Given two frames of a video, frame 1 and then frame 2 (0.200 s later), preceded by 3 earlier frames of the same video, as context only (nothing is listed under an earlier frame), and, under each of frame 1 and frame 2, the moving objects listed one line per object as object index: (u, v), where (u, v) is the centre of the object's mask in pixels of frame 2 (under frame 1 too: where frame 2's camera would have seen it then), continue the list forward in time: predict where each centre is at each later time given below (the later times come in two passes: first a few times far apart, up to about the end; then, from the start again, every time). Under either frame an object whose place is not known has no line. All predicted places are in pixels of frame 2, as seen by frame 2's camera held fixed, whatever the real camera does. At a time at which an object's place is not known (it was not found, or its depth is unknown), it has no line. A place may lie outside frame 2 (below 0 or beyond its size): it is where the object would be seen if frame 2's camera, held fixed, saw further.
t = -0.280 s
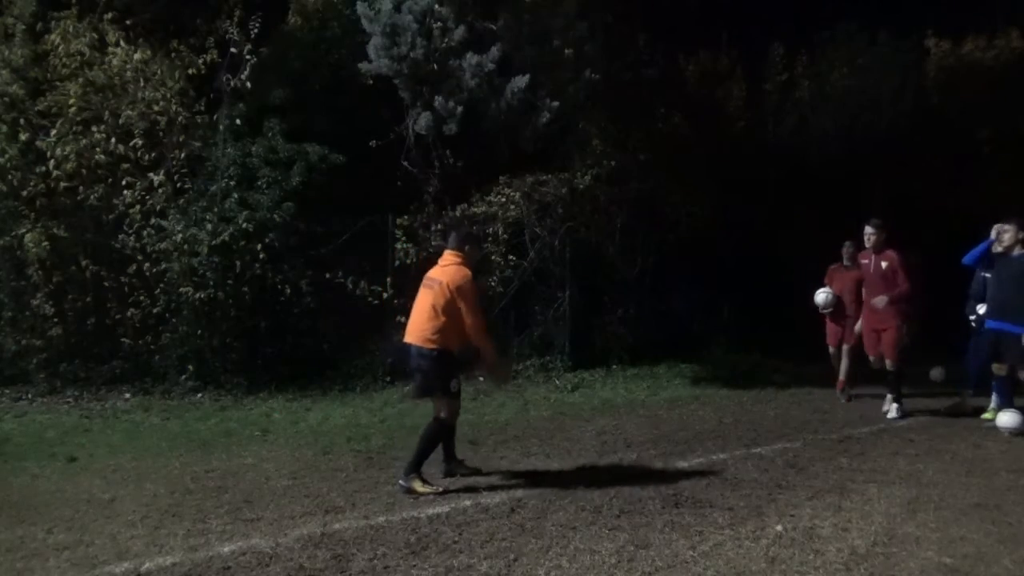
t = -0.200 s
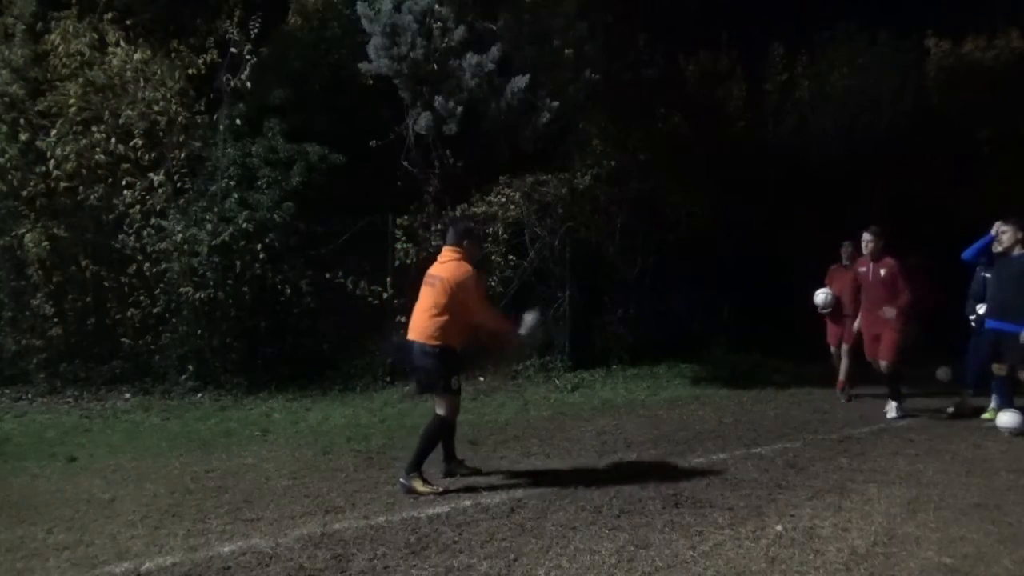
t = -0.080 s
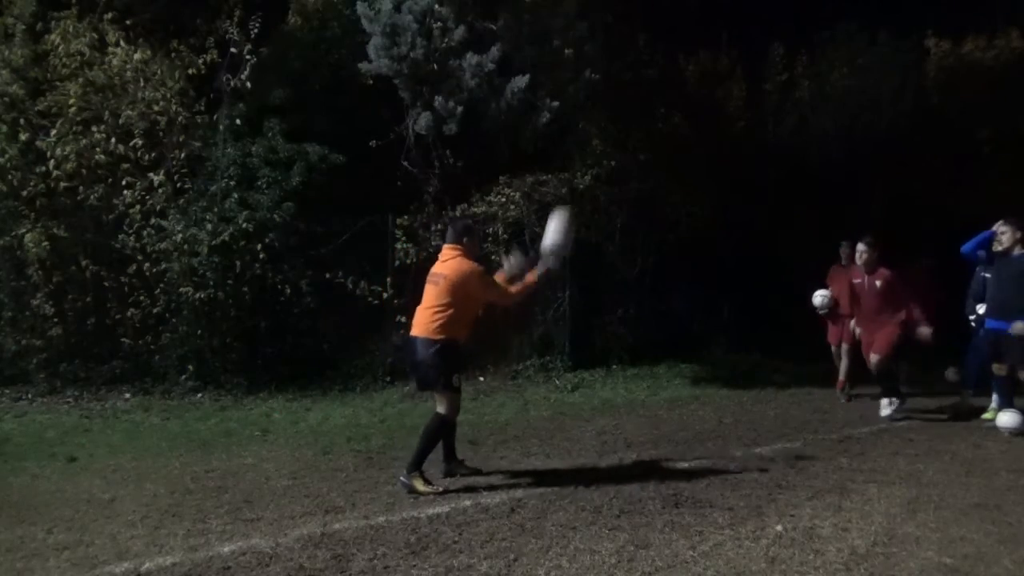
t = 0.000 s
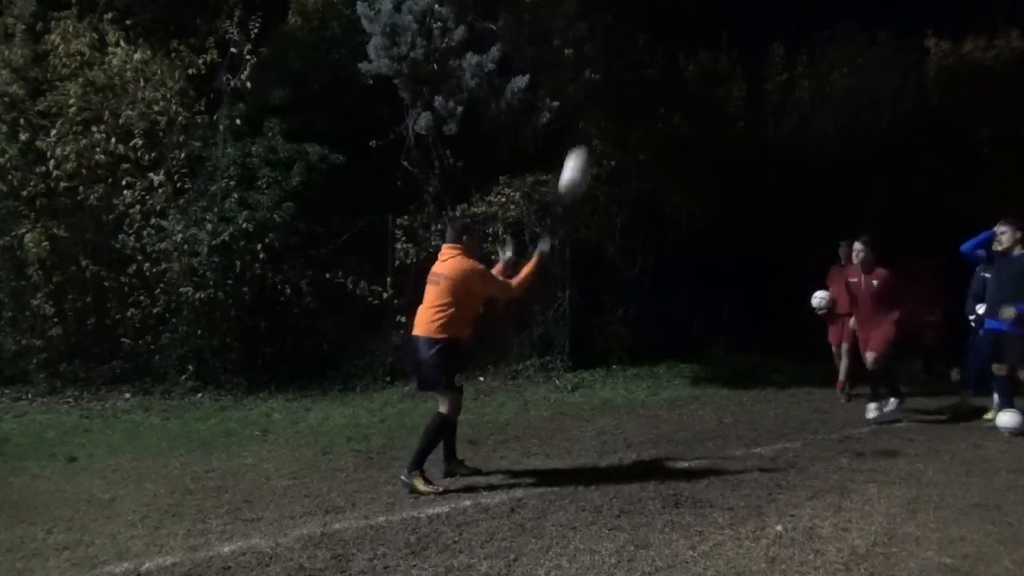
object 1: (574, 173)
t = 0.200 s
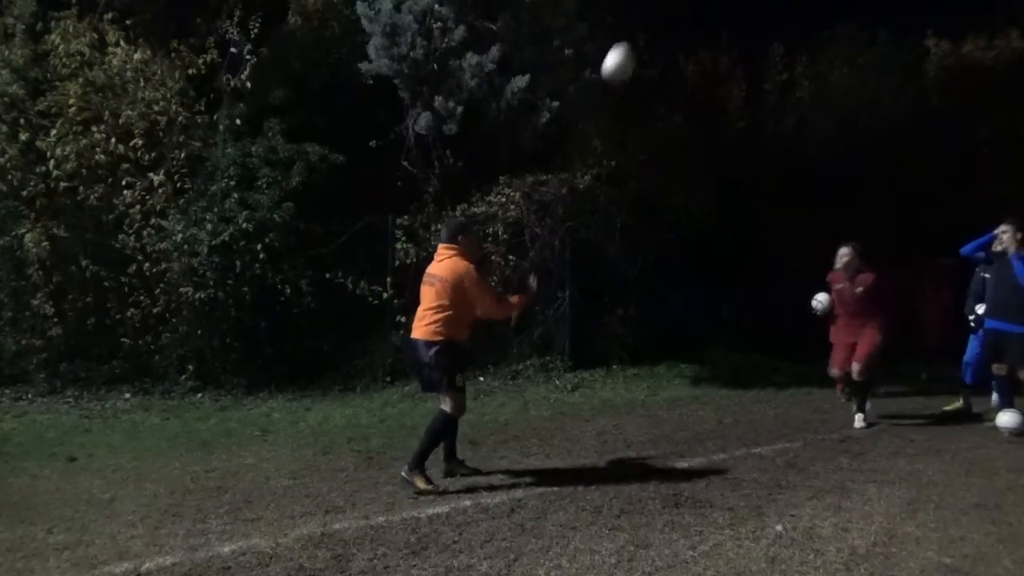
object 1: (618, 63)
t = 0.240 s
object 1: (626, 48)
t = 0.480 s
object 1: (672, 13)
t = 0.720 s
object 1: (711, 51)
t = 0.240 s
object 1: (626, 48)
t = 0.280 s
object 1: (634, 36)
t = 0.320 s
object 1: (642, 27)
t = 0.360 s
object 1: (650, 20)
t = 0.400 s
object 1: (657, 15)
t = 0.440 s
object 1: (664, 13)
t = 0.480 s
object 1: (672, 13)
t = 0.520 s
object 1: (679, 14)
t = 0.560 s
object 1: (685, 16)
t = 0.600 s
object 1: (692, 21)
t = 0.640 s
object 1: (699, 29)
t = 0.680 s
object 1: (705, 39)
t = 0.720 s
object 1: (711, 51)
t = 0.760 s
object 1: (718, 64)
